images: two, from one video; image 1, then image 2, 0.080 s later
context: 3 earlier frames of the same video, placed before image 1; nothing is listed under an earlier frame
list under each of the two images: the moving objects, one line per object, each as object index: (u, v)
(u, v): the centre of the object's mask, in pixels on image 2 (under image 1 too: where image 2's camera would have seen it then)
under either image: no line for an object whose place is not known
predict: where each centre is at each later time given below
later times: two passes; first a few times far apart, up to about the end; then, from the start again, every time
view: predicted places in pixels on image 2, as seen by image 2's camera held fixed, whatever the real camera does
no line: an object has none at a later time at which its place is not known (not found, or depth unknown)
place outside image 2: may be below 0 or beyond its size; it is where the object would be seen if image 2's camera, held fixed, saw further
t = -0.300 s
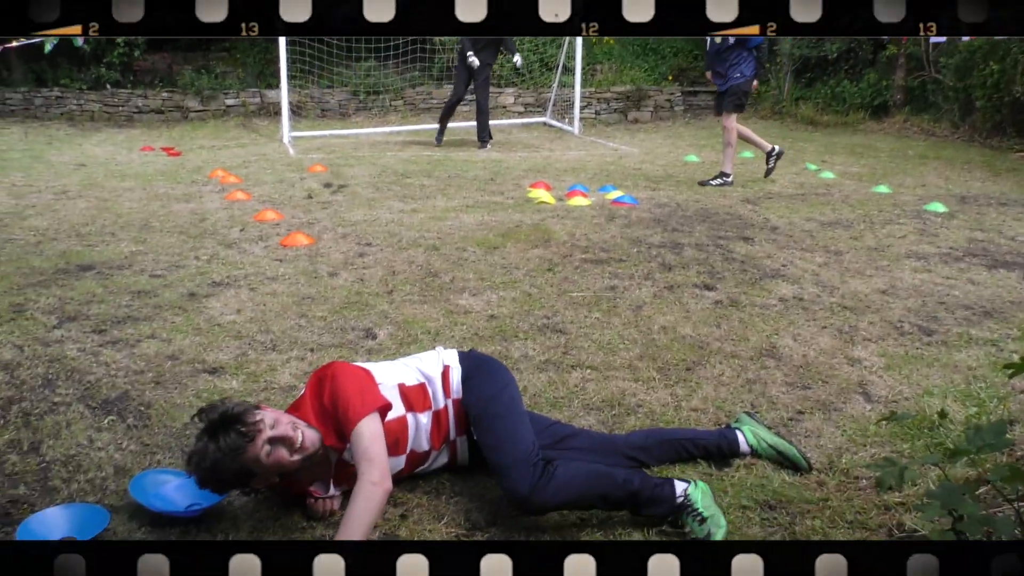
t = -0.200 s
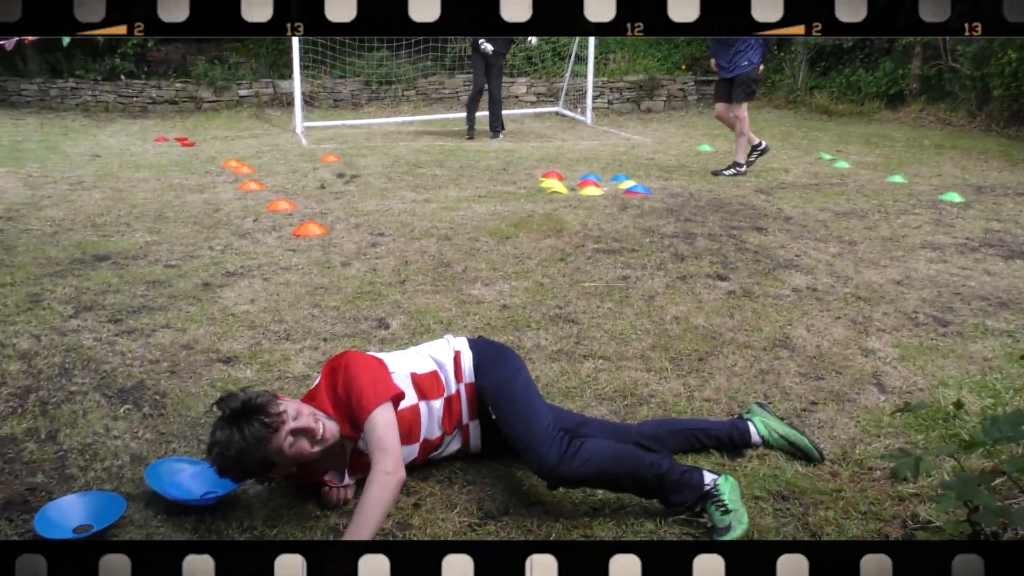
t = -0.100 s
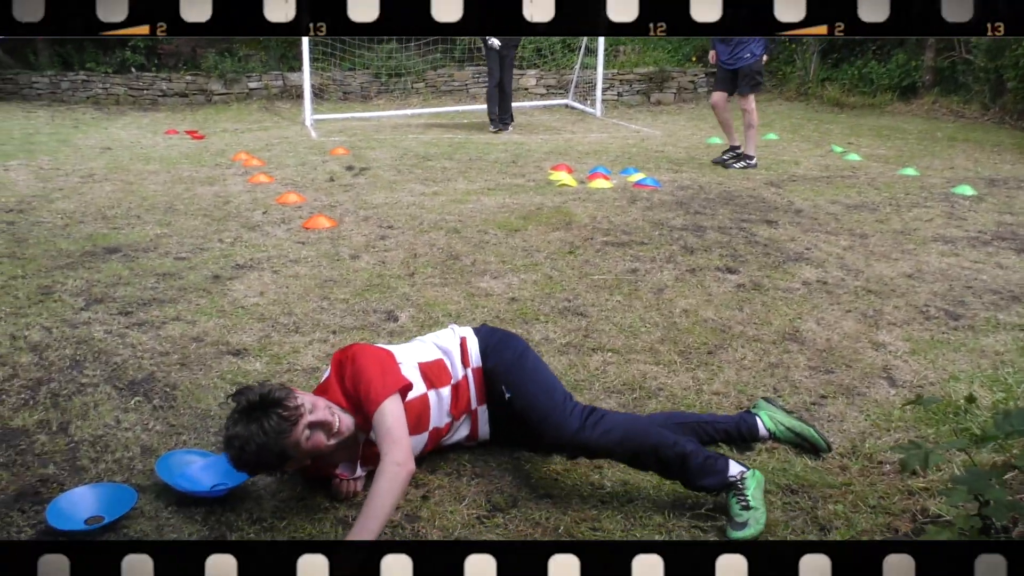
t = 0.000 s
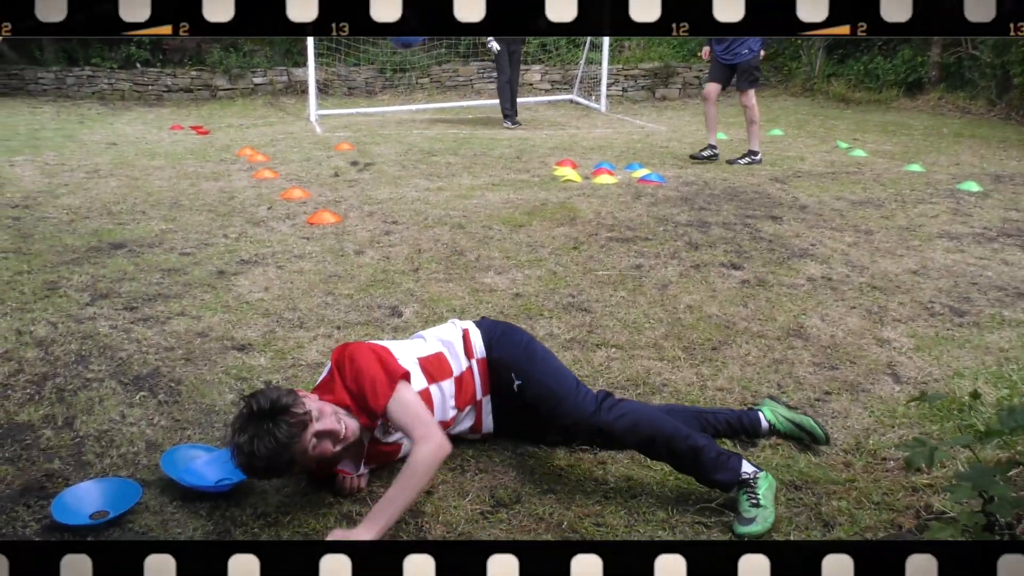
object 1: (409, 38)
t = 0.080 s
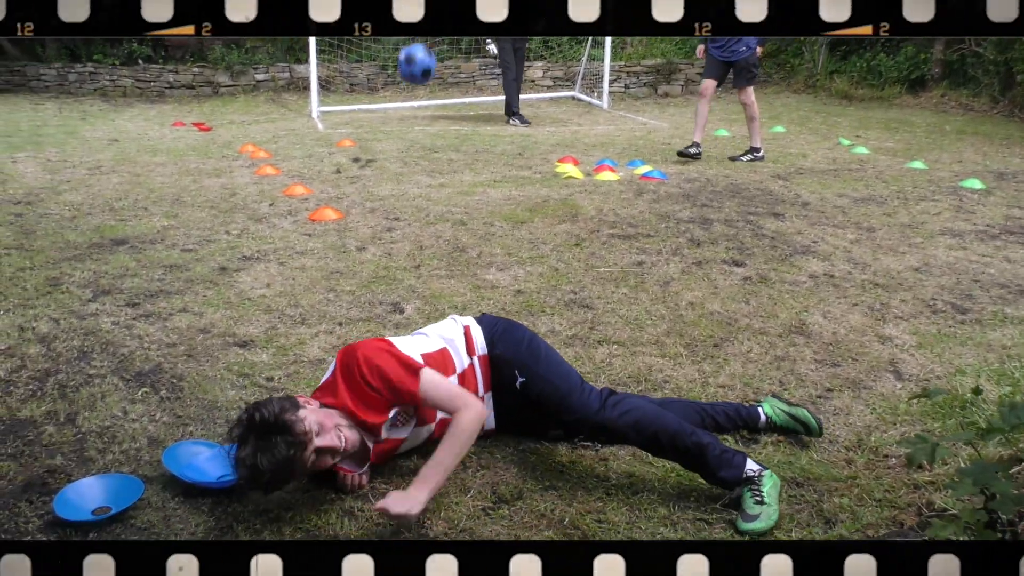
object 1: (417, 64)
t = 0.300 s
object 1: (446, 227)
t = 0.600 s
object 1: (493, 108)
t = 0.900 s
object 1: (556, 181)
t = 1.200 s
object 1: (611, 204)
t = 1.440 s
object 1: (658, 200)
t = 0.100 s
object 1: (419, 76)
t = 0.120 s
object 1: (421, 89)
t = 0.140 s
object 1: (425, 102)
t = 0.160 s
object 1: (427, 117)
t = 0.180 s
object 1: (430, 131)
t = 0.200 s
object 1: (433, 147)
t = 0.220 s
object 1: (436, 163)
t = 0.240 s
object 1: (438, 179)
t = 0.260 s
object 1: (441, 197)
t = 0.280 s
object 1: (444, 215)
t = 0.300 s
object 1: (446, 227)
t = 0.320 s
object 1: (449, 214)
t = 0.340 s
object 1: (452, 203)
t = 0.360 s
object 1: (454, 192)
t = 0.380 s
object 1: (457, 180)
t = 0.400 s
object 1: (460, 170)
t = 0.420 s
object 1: (463, 161)
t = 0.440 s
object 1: (466, 152)
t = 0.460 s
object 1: (469, 144)
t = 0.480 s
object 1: (472, 136)
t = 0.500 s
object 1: (475, 130)
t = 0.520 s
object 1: (479, 124)
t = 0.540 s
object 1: (482, 119)
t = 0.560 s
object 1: (485, 114)
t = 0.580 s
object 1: (489, 111)
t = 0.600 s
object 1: (493, 108)
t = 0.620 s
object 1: (497, 106)
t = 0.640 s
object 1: (501, 106)
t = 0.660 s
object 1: (505, 106)
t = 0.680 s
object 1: (509, 107)
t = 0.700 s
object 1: (513, 109)
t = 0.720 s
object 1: (517, 112)
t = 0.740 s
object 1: (521, 115)
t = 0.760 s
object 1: (526, 120)
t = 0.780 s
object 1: (530, 126)
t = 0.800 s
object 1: (534, 133)
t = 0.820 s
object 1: (539, 140)
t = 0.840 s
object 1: (543, 149)
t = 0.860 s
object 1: (547, 159)
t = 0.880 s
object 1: (552, 169)
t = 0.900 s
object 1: (556, 181)
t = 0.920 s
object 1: (560, 194)
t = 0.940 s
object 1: (564, 207)
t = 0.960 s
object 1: (568, 221)
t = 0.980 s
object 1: (572, 236)
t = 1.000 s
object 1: (577, 252)
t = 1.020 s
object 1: (580, 268)
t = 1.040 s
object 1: (584, 276)
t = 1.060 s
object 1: (588, 264)
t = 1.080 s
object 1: (591, 253)
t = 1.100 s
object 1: (594, 243)
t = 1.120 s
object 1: (597, 234)
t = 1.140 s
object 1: (600, 225)
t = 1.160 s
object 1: (604, 217)
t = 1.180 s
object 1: (607, 210)
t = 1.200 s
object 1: (611, 204)
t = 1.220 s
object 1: (614, 198)
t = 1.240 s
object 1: (618, 194)
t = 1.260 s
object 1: (621, 190)
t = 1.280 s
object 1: (625, 187)
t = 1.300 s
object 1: (629, 186)
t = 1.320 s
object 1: (633, 184)
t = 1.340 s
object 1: (637, 184)
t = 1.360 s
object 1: (641, 186)
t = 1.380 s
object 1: (645, 188)
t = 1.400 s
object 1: (649, 191)
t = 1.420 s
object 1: (653, 195)
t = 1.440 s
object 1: (658, 200)
